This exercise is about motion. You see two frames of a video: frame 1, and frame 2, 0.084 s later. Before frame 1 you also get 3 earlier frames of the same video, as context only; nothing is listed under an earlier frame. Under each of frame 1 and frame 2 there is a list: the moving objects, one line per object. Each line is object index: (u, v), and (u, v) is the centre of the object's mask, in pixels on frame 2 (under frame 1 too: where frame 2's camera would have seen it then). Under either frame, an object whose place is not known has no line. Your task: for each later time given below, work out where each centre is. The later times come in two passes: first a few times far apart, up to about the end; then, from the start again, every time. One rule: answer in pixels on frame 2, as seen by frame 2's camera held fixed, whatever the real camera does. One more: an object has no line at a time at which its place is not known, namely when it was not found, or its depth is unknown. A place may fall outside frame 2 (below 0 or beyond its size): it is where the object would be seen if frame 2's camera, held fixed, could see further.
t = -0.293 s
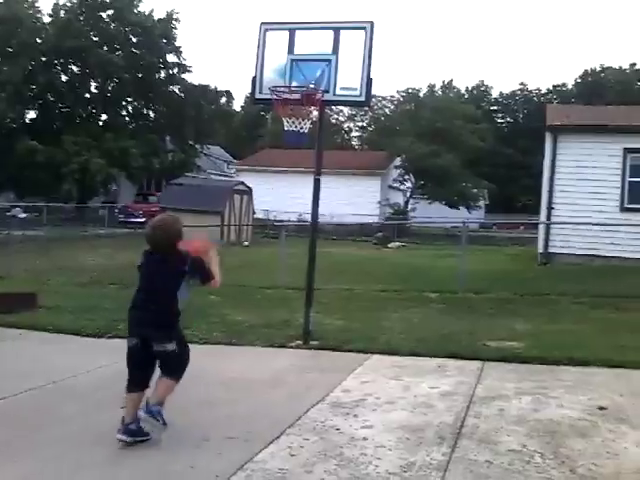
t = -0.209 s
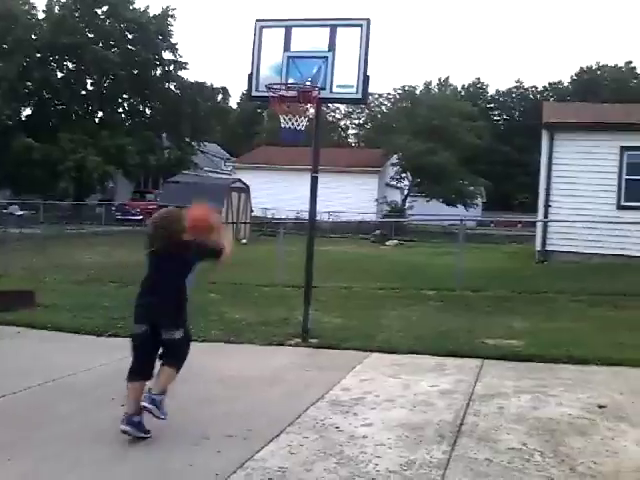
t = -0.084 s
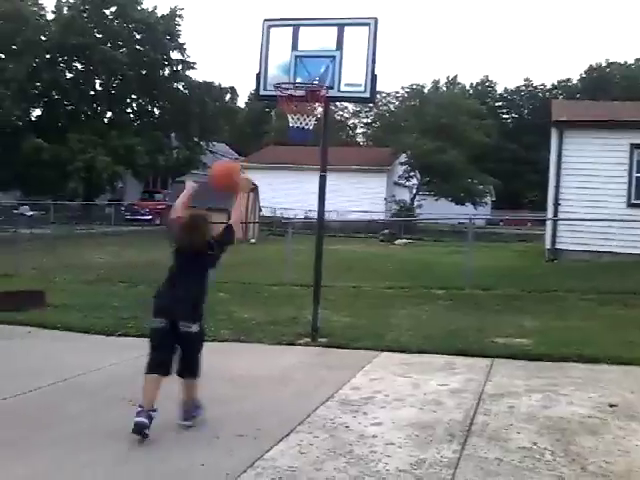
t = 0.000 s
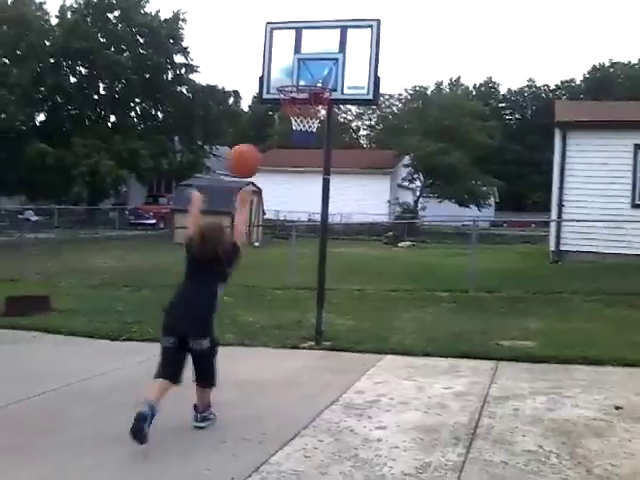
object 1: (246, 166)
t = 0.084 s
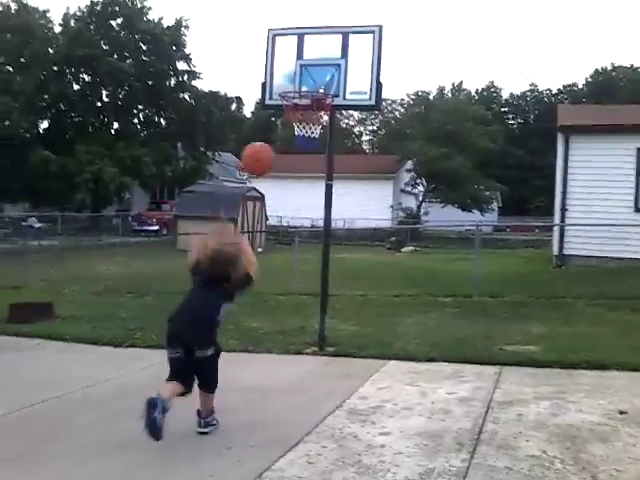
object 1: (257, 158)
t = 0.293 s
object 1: (281, 174)
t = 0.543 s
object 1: (307, 264)
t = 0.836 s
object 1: (318, 304)
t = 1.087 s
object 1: (313, 248)
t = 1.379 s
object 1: (304, 262)
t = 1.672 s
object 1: (293, 331)
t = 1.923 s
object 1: (273, 302)
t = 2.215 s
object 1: (248, 335)
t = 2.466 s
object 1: (228, 324)
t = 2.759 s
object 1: (204, 328)
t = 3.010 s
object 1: (189, 325)
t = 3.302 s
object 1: (175, 322)
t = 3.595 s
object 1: (166, 320)
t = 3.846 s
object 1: (164, 319)
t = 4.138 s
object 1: (163, 319)
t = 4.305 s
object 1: (163, 319)
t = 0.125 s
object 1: (264, 158)
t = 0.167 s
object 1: (269, 159)
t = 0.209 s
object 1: (274, 163)
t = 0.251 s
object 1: (278, 168)
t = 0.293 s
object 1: (281, 174)
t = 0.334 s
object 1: (289, 189)
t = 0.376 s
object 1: (293, 201)
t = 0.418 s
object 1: (297, 214)
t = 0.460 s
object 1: (301, 230)
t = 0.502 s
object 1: (305, 246)
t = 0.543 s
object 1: (307, 264)
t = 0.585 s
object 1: (311, 286)
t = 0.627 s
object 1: (314, 311)
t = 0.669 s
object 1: (317, 332)
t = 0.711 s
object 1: (320, 354)
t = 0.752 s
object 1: (319, 340)
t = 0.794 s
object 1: (318, 321)
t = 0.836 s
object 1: (318, 304)
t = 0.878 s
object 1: (317, 291)
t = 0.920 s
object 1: (316, 278)
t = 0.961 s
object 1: (315, 269)
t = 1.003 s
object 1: (315, 260)
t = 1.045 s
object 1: (314, 252)
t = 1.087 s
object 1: (313, 248)
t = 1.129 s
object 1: (313, 245)
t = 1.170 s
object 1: (312, 243)
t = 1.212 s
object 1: (310, 243)
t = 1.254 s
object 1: (309, 245)
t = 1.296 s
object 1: (307, 248)
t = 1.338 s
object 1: (305, 255)
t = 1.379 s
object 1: (304, 262)
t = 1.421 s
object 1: (302, 270)
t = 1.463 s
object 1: (301, 280)
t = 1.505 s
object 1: (299, 293)
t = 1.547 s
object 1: (297, 307)
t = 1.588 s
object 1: (296, 321)
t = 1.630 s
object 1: (293, 339)
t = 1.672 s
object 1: (293, 331)
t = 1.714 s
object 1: (289, 324)
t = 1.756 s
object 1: (285, 316)
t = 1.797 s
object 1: (281, 310)
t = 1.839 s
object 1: (278, 306)
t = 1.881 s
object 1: (275, 304)
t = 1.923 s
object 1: (273, 302)
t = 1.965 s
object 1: (270, 302)
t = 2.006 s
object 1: (266, 303)
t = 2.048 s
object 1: (262, 308)
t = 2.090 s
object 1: (259, 313)
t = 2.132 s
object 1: (256, 319)
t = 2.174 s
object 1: (251, 328)
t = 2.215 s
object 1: (248, 335)
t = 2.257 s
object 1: (247, 332)
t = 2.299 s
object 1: (242, 325)
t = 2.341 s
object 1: (238, 322)
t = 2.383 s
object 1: (236, 321)
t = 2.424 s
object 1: (232, 321)
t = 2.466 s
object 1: (228, 324)
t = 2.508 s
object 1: (224, 327)
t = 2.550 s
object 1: (221, 330)
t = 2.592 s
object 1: (217, 328)
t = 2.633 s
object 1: (214, 326)
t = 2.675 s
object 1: (212, 326)
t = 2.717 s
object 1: (207, 327)
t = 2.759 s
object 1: (204, 328)
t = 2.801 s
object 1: (202, 326)
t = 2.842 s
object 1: (199, 326)
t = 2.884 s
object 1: (196, 326)
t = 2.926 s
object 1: (194, 325)
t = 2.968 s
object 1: (190, 325)
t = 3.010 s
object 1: (189, 325)
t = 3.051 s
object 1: (187, 324)
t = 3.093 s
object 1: (184, 323)
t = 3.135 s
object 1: (182, 323)
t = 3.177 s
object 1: (179, 323)
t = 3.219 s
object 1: (177, 323)
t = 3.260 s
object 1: (176, 322)
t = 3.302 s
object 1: (175, 322)
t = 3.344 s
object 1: (173, 322)
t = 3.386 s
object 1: (172, 321)
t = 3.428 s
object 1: (170, 321)
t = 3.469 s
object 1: (168, 321)
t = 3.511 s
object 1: (167, 320)
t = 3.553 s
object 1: (167, 320)
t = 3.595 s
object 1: (166, 320)
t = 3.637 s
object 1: (165, 320)
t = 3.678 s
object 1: (164, 320)
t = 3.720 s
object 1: (164, 320)
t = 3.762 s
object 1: (164, 320)
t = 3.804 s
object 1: (164, 319)
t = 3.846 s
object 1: (164, 319)
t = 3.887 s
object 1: (163, 319)
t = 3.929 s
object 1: (163, 319)
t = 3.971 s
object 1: (163, 319)
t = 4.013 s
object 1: (163, 319)
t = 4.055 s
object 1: (163, 319)
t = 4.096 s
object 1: (163, 319)
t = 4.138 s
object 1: (163, 319)
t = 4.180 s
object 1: (163, 319)
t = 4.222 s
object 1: (164, 319)
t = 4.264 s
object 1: (164, 319)
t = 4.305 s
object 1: (163, 319)
